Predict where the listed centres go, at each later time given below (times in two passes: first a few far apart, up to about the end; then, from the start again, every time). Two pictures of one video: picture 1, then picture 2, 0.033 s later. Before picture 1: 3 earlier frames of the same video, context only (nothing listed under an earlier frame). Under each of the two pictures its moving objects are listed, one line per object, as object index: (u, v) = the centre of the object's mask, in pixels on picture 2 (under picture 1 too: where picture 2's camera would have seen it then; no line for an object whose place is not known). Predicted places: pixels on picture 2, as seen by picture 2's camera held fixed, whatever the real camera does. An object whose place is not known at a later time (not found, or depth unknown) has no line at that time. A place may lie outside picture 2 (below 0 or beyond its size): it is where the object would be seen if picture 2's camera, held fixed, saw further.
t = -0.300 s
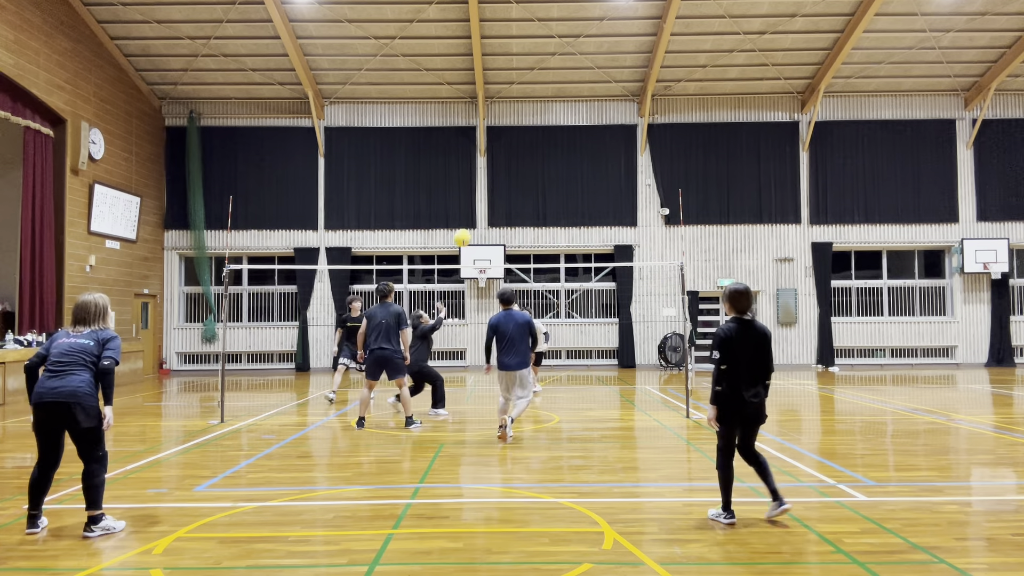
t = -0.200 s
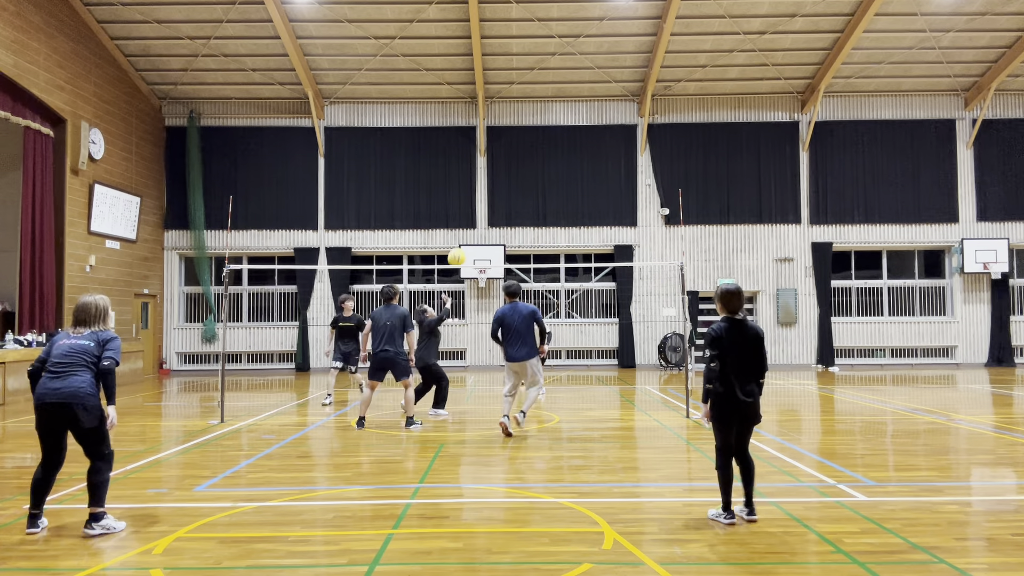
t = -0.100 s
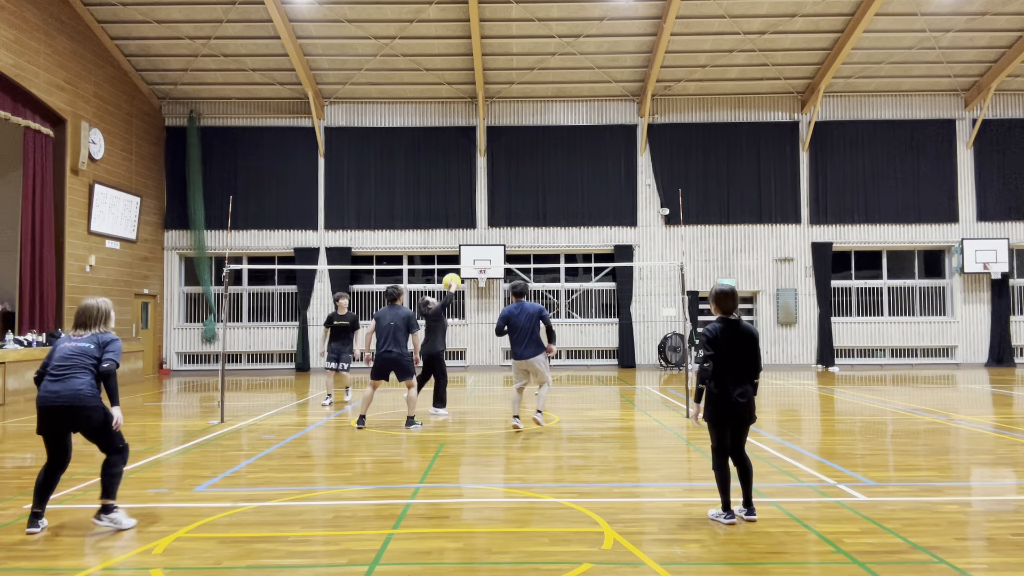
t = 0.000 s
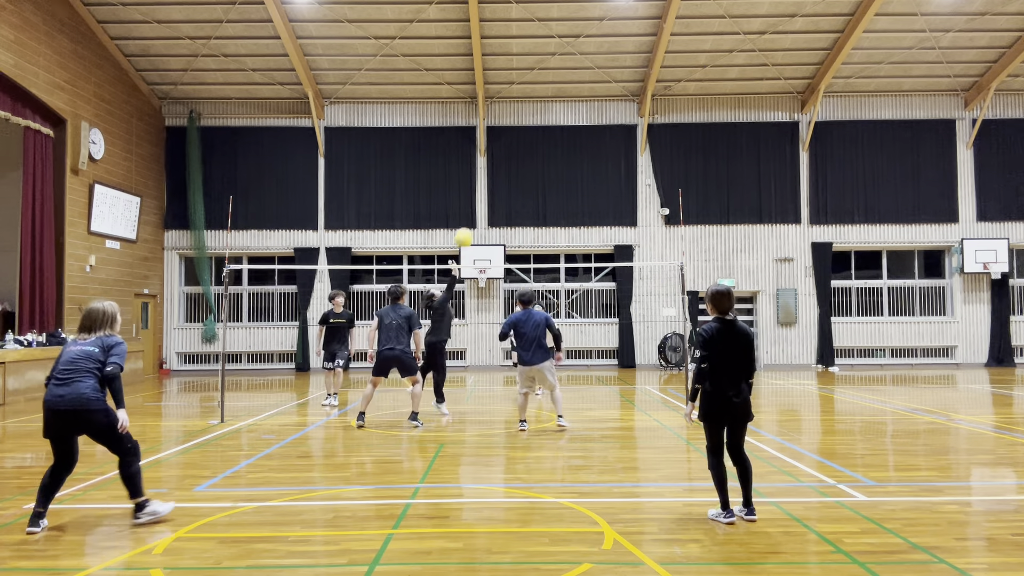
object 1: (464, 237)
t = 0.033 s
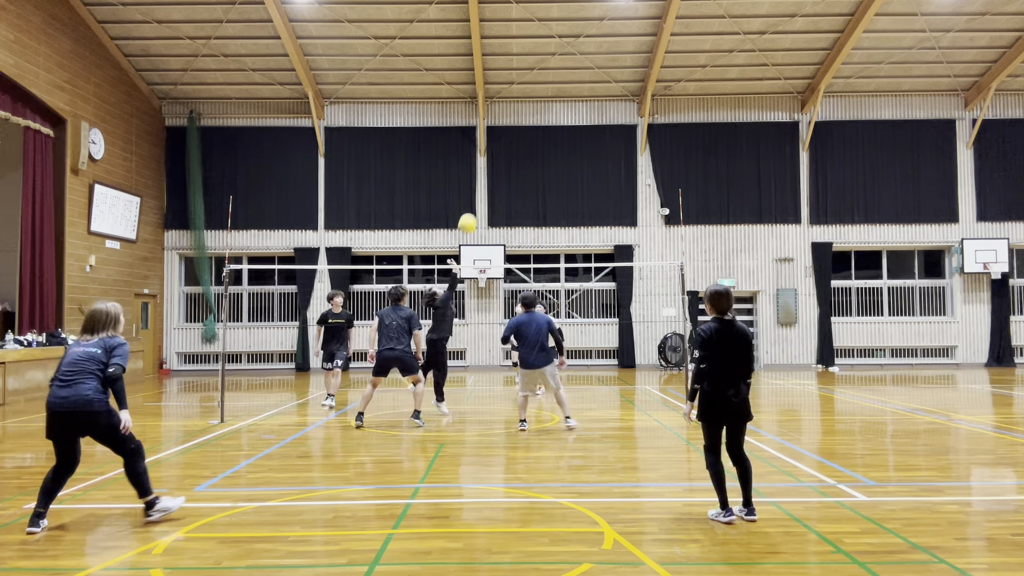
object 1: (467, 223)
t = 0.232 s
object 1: (493, 155)
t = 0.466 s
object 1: (518, 110)
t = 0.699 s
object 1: (543, 104)
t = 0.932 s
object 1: (568, 134)
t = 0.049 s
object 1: (469, 217)
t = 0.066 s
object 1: (471, 211)
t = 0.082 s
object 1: (473, 204)
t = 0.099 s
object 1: (476, 198)
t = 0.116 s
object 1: (478, 191)
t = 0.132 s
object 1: (480, 185)
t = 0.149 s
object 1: (482, 180)
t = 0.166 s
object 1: (485, 174)
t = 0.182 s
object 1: (487, 169)
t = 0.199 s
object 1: (489, 164)
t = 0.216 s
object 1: (491, 159)
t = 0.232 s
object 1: (493, 155)
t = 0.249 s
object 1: (494, 150)
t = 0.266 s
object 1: (497, 146)
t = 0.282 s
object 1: (498, 142)
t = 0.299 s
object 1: (500, 138)
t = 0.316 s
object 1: (502, 135)
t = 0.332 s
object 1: (503, 131)
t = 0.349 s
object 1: (505, 128)
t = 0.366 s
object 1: (507, 125)
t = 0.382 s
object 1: (509, 122)
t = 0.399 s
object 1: (511, 119)
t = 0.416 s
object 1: (513, 117)
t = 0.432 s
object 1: (515, 114)
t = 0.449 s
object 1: (516, 112)
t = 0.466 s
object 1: (518, 110)
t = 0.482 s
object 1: (520, 109)
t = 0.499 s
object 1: (522, 107)
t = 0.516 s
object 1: (524, 106)
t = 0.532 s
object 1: (525, 105)
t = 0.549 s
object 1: (527, 104)
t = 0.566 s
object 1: (529, 103)
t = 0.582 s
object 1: (531, 102)
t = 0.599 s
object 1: (532, 102)
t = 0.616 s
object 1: (534, 102)
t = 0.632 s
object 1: (536, 102)
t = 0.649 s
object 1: (538, 102)
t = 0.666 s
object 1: (540, 102)
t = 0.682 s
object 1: (541, 103)
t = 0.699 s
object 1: (543, 104)
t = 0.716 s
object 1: (545, 105)
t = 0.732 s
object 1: (546, 106)
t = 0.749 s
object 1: (548, 107)
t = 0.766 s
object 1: (550, 109)
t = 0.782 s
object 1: (552, 110)
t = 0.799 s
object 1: (554, 112)
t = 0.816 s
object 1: (556, 115)
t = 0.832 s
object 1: (557, 117)
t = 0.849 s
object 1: (559, 119)
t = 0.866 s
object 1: (561, 122)
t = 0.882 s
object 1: (563, 125)
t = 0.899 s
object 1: (564, 128)
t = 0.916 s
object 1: (566, 131)
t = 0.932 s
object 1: (568, 134)
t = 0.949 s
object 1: (570, 138)
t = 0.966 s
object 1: (571, 142)
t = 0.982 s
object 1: (573, 145)
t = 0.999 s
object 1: (575, 150)
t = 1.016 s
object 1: (577, 154)
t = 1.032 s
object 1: (578, 158)
